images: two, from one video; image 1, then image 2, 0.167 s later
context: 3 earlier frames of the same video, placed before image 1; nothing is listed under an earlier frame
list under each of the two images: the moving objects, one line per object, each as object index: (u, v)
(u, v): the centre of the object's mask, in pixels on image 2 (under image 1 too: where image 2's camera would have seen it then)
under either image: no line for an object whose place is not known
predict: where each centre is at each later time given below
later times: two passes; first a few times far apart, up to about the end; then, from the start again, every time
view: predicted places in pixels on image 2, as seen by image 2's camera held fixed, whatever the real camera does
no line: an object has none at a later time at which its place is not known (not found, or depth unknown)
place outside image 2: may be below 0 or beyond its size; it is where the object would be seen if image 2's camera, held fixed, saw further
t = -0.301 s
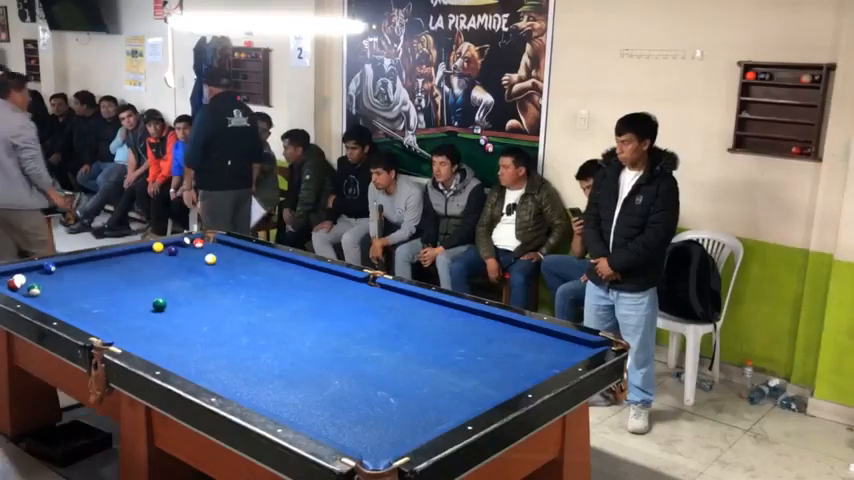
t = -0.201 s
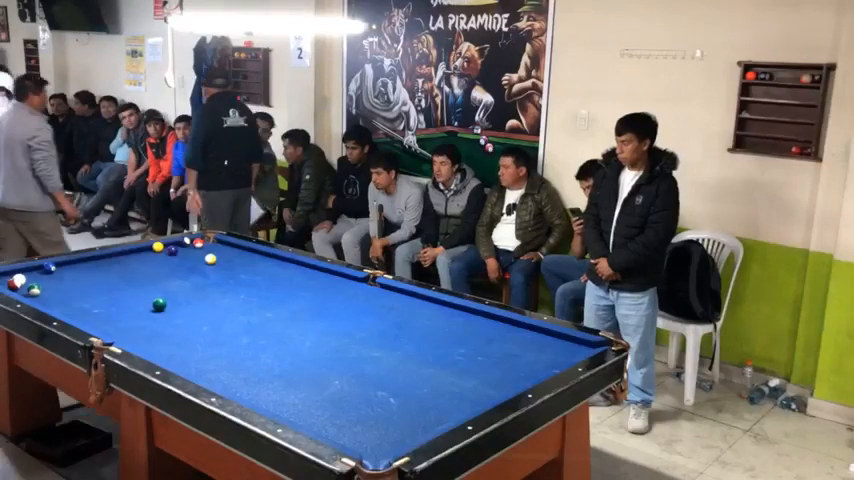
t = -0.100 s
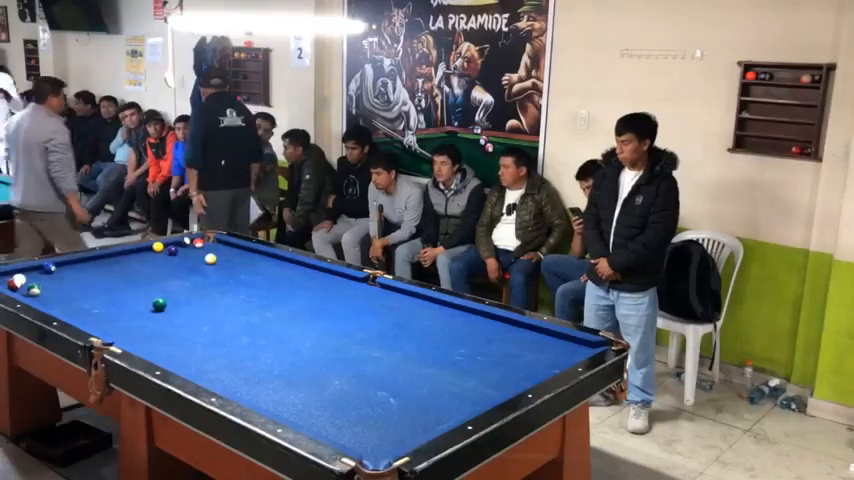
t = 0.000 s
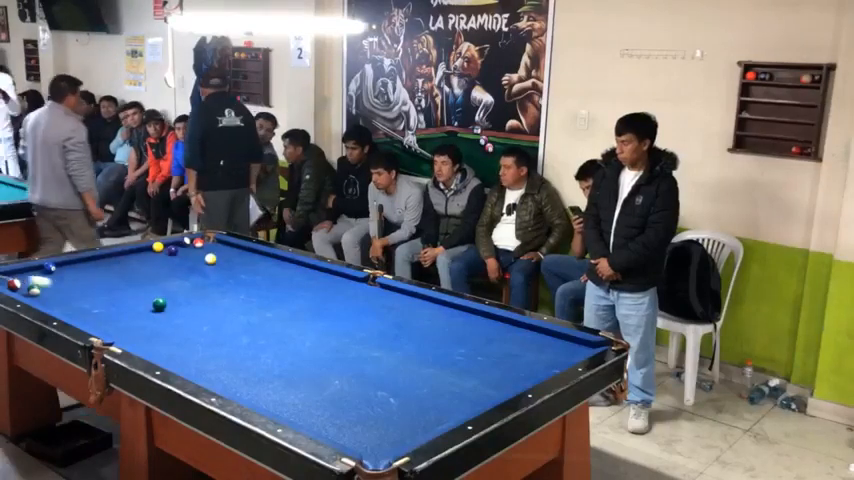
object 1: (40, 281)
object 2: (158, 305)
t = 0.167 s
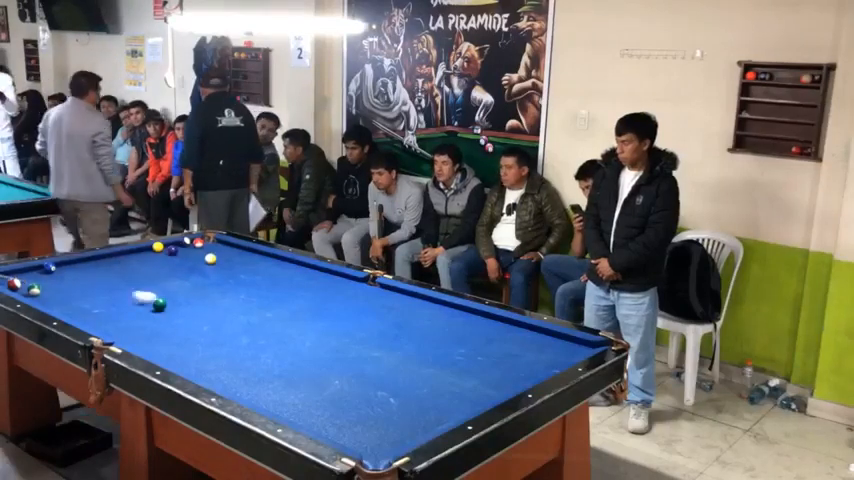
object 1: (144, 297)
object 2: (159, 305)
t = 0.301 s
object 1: (221, 297)
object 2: (158, 315)
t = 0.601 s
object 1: (354, 293)
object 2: (156, 342)
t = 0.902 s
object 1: (414, 308)
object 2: (181, 360)
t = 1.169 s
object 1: (438, 336)
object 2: (225, 368)
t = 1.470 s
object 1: (470, 375)
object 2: (274, 377)
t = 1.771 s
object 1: (441, 400)
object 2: (322, 385)
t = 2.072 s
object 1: (346, 406)
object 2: (371, 393)
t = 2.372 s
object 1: (274, 401)
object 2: (418, 402)
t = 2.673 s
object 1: (268, 375)
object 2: (464, 408)
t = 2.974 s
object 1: (263, 352)
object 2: (455, 398)
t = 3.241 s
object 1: (259, 335)
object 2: (447, 388)
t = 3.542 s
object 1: (255, 319)
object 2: (438, 377)
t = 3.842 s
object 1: (252, 304)
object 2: (430, 369)
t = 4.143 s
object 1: (249, 292)
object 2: (423, 361)
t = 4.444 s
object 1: (247, 281)
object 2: (417, 355)
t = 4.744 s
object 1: (244, 272)
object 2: (411, 349)
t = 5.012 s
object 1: (242, 264)
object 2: (406, 345)
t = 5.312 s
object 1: (240, 257)
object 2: (401, 341)
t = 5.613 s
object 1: (239, 250)
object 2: (397, 337)
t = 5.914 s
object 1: (231, 246)
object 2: (393, 334)
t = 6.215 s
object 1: (217, 244)
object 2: (389, 332)
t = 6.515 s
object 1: (207, 243)
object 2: (387, 331)
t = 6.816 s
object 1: (206, 243)
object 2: (385, 329)
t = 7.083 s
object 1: (207, 243)
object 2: (384, 329)
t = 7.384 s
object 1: (206, 243)
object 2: (383, 329)
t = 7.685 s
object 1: (206, 243)
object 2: (383, 329)
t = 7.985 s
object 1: (206, 243)
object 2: (383, 329)
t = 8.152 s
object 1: (206, 243)
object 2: (383, 329)
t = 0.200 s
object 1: (165, 298)
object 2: (159, 305)
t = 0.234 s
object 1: (184, 298)
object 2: (158, 309)
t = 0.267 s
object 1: (203, 298)
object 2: (158, 312)
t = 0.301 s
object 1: (221, 297)
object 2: (158, 315)
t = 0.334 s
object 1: (239, 296)
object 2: (158, 318)
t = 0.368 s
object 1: (256, 296)
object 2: (158, 321)
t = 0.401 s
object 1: (271, 295)
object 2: (158, 324)
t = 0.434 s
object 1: (285, 295)
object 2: (157, 327)
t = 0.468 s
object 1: (300, 294)
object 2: (157, 330)
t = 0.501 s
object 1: (314, 294)
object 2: (157, 333)
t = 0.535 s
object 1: (327, 294)
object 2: (157, 336)
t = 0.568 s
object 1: (341, 293)
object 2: (157, 339)
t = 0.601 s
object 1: (354, 293)
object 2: (156, 342)
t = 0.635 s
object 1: (368, 292)
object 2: (156, 345)
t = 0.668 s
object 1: (381, 292)
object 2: (157, 348)
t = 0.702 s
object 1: (394, 291)
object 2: (156, 350)
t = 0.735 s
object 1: (404, 292)
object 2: (157, 352)
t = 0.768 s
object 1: (405, 295)
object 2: (160, 354)
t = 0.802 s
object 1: (407, 299)
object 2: (165, 356)
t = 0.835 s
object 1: (409, 302)
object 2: (170, 357)
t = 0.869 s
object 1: (412, 305)
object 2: (176, 359)
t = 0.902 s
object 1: (414, 308)
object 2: (181, 360)
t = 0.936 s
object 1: (417, 311)
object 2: (186, 362)
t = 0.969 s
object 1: (420, 314)
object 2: (192, 362)
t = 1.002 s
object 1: (423, 318)
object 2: (198, 363)
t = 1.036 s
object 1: (425, 321)
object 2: (202, 365)
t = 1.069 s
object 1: (429, 325)
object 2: (208, 365)
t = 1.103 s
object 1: (432, 329)
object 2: (214, 366)
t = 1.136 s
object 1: (435, 332)
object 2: (219, 367)
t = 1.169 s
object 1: (438, 336)
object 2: (225, 368)
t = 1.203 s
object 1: (441, 340)
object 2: (230, 369)
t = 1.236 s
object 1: (445, 344)
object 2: (235, 370)
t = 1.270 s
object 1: (448, 348)
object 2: (241, 371)
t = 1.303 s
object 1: (451, 352)
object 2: (247, 372)
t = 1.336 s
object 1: (455, 357)
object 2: (252, 373)
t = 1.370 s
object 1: (459, 361)
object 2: (258, 374)
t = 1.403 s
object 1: (463, 366)
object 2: (263, 375)
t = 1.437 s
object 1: (467, 370)
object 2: (268, 376)
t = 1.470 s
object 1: (470, 375)
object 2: (274, 377)
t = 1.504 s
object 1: (475, 380)
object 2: (279, 378)
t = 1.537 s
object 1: (479, 385)
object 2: (285, 379)
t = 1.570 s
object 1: (483, 390)
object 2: (290, 379)
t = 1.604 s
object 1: (487, 393)
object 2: (295, 381)
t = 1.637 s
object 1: (482, 396)
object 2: (301, 381)
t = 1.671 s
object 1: (471, 398)
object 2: (306, 382)
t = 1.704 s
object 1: (461, 399)
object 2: (312, 383)
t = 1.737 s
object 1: (451, 399)
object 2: (317, 384)
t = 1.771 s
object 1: (441, 400)
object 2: (322, 385)
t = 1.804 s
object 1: (431, 400)
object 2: (328, 386)
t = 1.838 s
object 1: (420, 401)
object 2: (333, 387)
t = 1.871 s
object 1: (410, 401)
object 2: (338, 388)
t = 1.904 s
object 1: (400, 402)
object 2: (343, 389)
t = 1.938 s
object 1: (389, 403)
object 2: (349, 390)
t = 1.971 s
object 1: (379, 403)
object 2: (355, 391)
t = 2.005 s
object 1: (369, 404)
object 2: (359, 390)
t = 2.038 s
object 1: (357, 404)
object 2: (366, 391)
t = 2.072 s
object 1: (346, 406)
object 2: (371, 393)
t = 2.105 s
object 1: (337, 406)
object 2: (376, 394)
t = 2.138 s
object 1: (326, 407)
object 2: (381, 396)
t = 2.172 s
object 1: (315, 407)
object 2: (386, 396)
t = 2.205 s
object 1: (304, 408)
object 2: (392, 397)
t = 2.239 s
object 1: (293, 408)
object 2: (397, 398)
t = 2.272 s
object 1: (283, 407)
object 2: (402, 399)
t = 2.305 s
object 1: (275, 407)
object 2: (408, 400)
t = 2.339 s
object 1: (275, 404)
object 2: (413, 401)
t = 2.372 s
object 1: (274, 401)
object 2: (418, 402)
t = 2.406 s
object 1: (273, 398)
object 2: (423, 403)
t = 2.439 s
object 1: (272, 395)
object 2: (429, 403)
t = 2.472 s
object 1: (272, 392)
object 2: (434, 405)
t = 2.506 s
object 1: (271, 389)
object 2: (439, 406)
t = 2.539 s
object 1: (270, 386)
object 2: (444, 406)
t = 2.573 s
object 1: (270, 383)
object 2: (450, 407)
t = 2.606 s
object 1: (269, 380)
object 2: (455, 408)
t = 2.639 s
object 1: (269, 377)
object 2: (460, 408)
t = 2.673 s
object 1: (268, 375)
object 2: (464, 408)
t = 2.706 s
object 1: (267, 372)
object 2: (464, 407)
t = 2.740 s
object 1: (267, 369)
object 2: (463, 406)
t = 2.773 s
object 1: (266, 367)
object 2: (462, 405)
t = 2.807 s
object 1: (266, 364)
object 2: (461, 405)
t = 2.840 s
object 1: (265, 362)
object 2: (460, 404)
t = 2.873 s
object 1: (265, 359)
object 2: (459, 403)
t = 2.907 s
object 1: (264, 357)
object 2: (458, 401)
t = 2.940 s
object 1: (263, 354)
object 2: (457, 399)
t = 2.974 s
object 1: (263, 352)
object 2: (455, 398)
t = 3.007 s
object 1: (263, 350)
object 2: (454, 397)
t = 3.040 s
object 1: (262, 348)
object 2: (453, 395)
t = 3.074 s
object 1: (262, 346)
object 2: (452, 394)
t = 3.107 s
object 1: (261, 344)
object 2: (451, 393)
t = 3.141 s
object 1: (261, 341)
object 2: (450, 391)
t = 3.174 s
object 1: (260, 339)
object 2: (449, 390)
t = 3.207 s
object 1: (260, 337)
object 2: (448, 388)
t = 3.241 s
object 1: (259, 335)
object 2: (447, 388)
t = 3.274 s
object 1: (259, 333)
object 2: (446, 386)
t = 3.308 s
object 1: (258, 331)
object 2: (445, 385)
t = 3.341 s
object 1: (258, 329)
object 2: (444, 384)
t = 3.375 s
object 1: (257, 328)
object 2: (443, 382)
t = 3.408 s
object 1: (257, 326)
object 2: (442, 382)
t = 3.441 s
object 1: (257, 324)
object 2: (441, 381)
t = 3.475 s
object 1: (256, 322)
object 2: (440, 380)
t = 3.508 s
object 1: (256, 320)
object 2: (439, 379)
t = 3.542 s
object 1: (255, 319)
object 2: (438, 377)
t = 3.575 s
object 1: (255, 317)
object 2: (437, 376)
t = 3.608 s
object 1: (255, 315)
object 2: (436, 375)
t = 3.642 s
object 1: (255, 313)
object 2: (435, 375)
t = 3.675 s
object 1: (254, 312)
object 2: (434, 373)
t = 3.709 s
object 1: (254, 310)
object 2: (433, 372)
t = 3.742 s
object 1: (253, 309)
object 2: (433, 372)
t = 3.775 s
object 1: (253, 307)
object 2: (432, 371)
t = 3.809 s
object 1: (253, 306)
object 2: (431, 370)
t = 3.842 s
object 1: (252, 304)
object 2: (430, 369)
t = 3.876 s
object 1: (252, 303)
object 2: (430, 368)
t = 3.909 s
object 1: (251, 301)
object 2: (429, 367)
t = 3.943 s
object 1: (251, 300)
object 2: (428, 366)
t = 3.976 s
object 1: (251, 299)
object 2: (427, 365)
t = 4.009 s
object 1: (250, 297)
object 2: (426, 364)
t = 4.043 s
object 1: (250, 296)
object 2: (425, 364)
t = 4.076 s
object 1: (250, 295)
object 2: (425, 362)
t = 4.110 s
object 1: (249, 294)
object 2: (424, 361)
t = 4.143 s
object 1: (249, 292)
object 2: (423, 361)
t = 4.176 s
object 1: (249, 291)
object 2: (423, 360)
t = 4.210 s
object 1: (248, 289)
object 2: (422, 359)
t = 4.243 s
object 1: (248, 288)
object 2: (421, 359)
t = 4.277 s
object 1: (248, 287)
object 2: (421, 358)
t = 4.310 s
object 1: (248, 286)
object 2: (420, 357)
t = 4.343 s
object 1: (248, 284)
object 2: (419, 357)
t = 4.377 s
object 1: (247, 283)
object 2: (418, 356)
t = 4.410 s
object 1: (247, 282)
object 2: (418, 355)
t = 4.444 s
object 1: (247, 281)
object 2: (417, 355)
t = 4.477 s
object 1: (246, 280)
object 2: (417, 354)
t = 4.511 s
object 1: (246, 279)
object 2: (416, 353)
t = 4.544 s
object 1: (246, 278)
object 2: (415, 353)
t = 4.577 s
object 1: (245, 277)
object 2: (415, 352)
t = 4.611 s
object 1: (245, 276)
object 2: (414, 351)
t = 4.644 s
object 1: (245, 275)
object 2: (414, 351)
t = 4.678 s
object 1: (245, 274)
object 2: (413, 350)
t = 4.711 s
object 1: (244, 273)
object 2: (412, 349)
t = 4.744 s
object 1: (244, 272)
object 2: (411, 349)
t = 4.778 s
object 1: (244, 270)
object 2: (411, 348)
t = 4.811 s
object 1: (244, 270)
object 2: (410, 348)
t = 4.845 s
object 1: (243, 269)
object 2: (409, 347)
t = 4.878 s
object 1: (243, 268)
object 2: (409, 347)
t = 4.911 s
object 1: (243, 267)
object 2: (408, 346)
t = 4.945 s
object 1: (243, 266)
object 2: (407, 346)
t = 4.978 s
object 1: (242, 265)
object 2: (407, 345)
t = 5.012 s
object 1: (242, 264)
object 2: (406, 345)
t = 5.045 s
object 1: (242, 263)
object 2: (406, 344)
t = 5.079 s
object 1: (242, 262)
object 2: (405, 344)
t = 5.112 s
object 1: (241, 262)
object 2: (404, 343)
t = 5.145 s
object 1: (241, 261)
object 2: (404, 343)
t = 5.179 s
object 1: (241, 260)
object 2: (403, 343)
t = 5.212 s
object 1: (241, 259)
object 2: (403, 342)
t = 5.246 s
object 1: (241, 259)
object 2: (402, 342)
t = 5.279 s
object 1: (241, 257)
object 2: (402, 342)
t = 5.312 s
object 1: (240, 257)
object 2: (401, 341)
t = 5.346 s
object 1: (240, 256)
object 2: (401, 340)
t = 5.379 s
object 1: (240, 255)
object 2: (401, 340)
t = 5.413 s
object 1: (240, 254)
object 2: (400, 340)
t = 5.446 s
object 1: (239, 254)
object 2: (400, 339)
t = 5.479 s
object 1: (240, 253)
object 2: (399, 339)
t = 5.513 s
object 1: (239, 252)
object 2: (399, 338)
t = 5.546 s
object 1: (239, 251)
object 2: (398, 338)
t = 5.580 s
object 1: (239, 251)
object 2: (397, 338)
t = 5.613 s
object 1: (239, 250)
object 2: (397, 337)
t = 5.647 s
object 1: (239, 249)
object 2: (397, 337)
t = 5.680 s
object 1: (239, 248)
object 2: (396, 336)
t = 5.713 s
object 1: (238, 248)
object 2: (396, 336)
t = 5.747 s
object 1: (238, 247)
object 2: (395, 336)
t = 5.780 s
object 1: (238, 246)
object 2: (395, 336)
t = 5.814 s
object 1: (236, 246)
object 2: (394, 335)
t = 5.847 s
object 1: (235, 246)
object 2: (394, 335)
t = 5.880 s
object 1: (233, 246)
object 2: (393, 335)
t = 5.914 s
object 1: (231, 246)
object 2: (393, 334)
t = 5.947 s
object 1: (229, 246)
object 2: (392, 334)
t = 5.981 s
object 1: (228, 246)
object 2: (392, 334)
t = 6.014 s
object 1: (226, 245)
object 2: (392, 334)
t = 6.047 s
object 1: (225, 245)
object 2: (392, 333)
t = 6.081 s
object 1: (223, 245)
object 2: (391, 333)
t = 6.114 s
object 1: (221, 245)
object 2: (390, 333)
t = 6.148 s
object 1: (220, 245)
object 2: (390, 333)
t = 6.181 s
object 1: (218, 245)
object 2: (390, 332)
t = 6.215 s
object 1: (217, 244)
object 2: (389, 332)
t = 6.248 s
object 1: (215, 244)
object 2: (389, 332)
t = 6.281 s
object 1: (213, 244)
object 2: (389, 332)
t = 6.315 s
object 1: (212, 244)
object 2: (388, 332)
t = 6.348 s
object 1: (211, 243)
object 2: (388, 331)
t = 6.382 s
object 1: (209, 243)
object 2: (388, 331)
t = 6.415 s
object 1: (208, 243)
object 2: (387, 331)
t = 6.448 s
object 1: (207, 243)
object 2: (387, 331)
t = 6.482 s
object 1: (207, 243)
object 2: (387, 331)
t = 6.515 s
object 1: (207, 243)
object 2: (387, 331)
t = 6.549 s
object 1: (207, 243)
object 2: (386, 330)
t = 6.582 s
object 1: (207, 243)
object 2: (386, 330)
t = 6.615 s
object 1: (206, 243)
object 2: (386, 330)
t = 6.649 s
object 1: (206, 243)
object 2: (386, 330)
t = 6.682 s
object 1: (206, 243)
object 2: (386, 330)
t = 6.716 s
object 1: (206, 243)
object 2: (385, 330)
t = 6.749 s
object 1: (206, 243)
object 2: (385, 329)
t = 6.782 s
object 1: (206, 243)
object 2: (385, 329)
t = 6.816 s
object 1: (206, 243)
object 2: (385, 329)
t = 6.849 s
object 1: (206, 243)
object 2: (385, 329)
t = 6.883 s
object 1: (206, 243)
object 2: (385, 329)
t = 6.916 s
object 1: (206, 243)
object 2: (385, 329)
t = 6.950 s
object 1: (206, 243)
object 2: (384, 329)
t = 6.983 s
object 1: (206, 243)
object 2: (384, 329)
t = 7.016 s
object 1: (206, 243)
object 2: (384, 329)
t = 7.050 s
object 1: (206, 243)
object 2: (384, 329)
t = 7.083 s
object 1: (207, 243)
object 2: (384, 329)
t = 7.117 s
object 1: (207, 243)
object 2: (384, 329)
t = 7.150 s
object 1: (207, 243)
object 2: (384, 329)
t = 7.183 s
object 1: (207, 243)
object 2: (383, 329)
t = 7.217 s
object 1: (207, 243)
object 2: (383, 329)
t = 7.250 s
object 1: (207, 243)
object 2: (383, 329)
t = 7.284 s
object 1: (207, 243)
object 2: (383, 329)
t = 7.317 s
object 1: (207, 243)
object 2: (383, 329)
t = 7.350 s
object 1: (207, 243)
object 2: (383, 329)
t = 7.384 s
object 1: (206, 243)
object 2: (383, 329)
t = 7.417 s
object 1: (206, 243)
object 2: (383, 329)
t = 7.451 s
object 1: (206, 243)
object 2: (383, 329)
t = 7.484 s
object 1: (206, 243)
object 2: (383, 329)
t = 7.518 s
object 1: (206, 243)
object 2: (383, 329)
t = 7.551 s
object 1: (206, 243)
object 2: (383, 329)
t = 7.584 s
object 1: (206, 243)
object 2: (383, 329)
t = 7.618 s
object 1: (206, 243)
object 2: (383, 329)
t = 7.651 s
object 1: (206, 243)
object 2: (383, 329)
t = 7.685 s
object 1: (206, 243)
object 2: (383, 329)
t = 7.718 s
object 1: (206, 243)
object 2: (383, 329)
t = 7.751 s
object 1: (206, 243)
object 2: (383, 329)
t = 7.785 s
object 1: (206, 243)
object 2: (383, 329)
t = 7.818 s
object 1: (206, 243)
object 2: (383, 329)
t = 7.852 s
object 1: (206, 243)
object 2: (383, 329)
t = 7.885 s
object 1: (206, 243)
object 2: (383, 329)
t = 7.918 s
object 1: (206, 243)
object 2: (383, 329)
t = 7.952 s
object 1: (206, 243)
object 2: (383, 329)
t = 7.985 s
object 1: (206, 243)
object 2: (383, 329)
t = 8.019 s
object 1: (206, 243)
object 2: (383, 329)
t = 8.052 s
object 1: (206, 243)
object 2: (383, 329)
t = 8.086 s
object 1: (207, 243)
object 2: (383, 329)
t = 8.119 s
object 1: (206, 243)
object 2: (383, 329)
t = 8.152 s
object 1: (206, 243)
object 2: (383, 329)
